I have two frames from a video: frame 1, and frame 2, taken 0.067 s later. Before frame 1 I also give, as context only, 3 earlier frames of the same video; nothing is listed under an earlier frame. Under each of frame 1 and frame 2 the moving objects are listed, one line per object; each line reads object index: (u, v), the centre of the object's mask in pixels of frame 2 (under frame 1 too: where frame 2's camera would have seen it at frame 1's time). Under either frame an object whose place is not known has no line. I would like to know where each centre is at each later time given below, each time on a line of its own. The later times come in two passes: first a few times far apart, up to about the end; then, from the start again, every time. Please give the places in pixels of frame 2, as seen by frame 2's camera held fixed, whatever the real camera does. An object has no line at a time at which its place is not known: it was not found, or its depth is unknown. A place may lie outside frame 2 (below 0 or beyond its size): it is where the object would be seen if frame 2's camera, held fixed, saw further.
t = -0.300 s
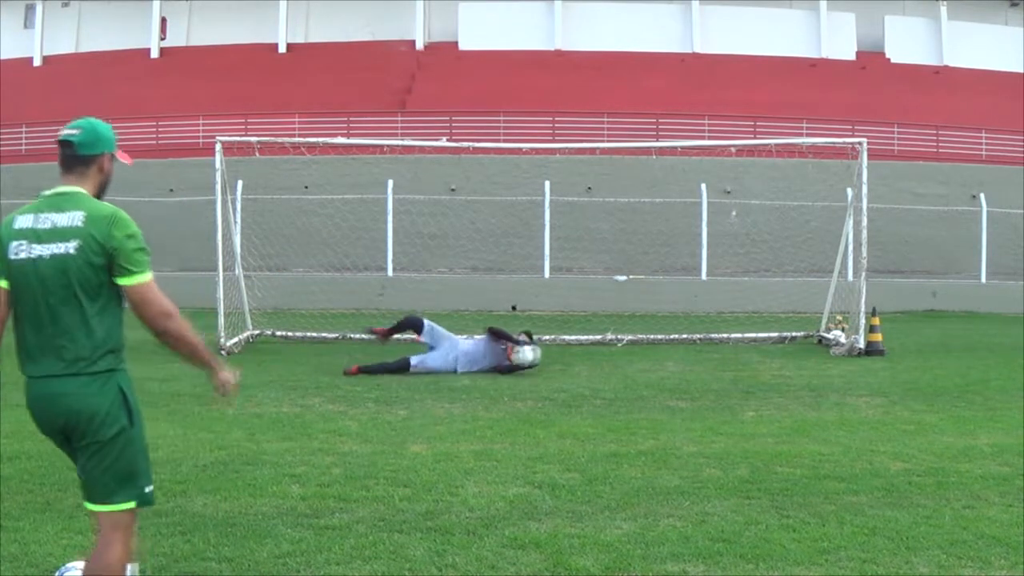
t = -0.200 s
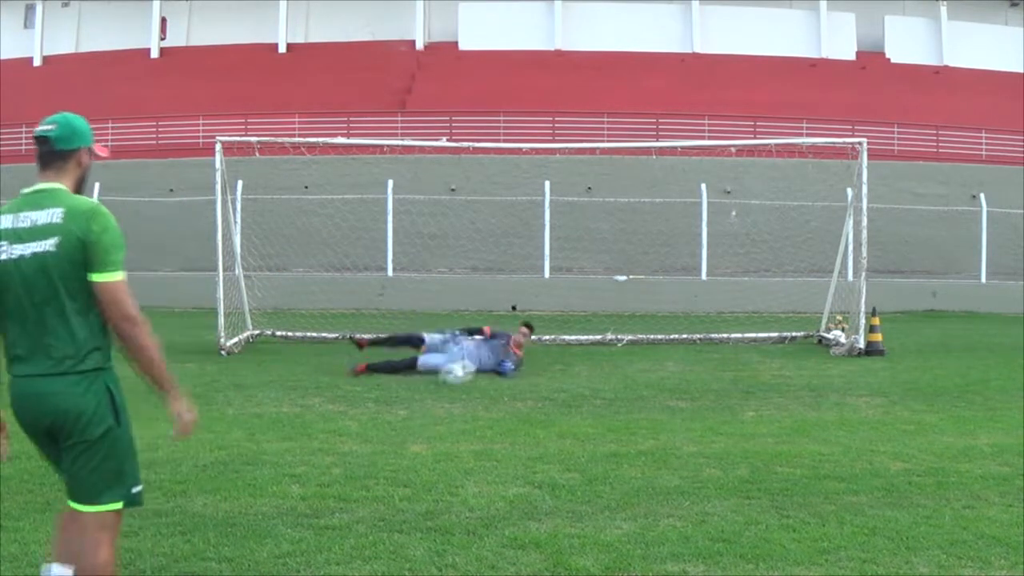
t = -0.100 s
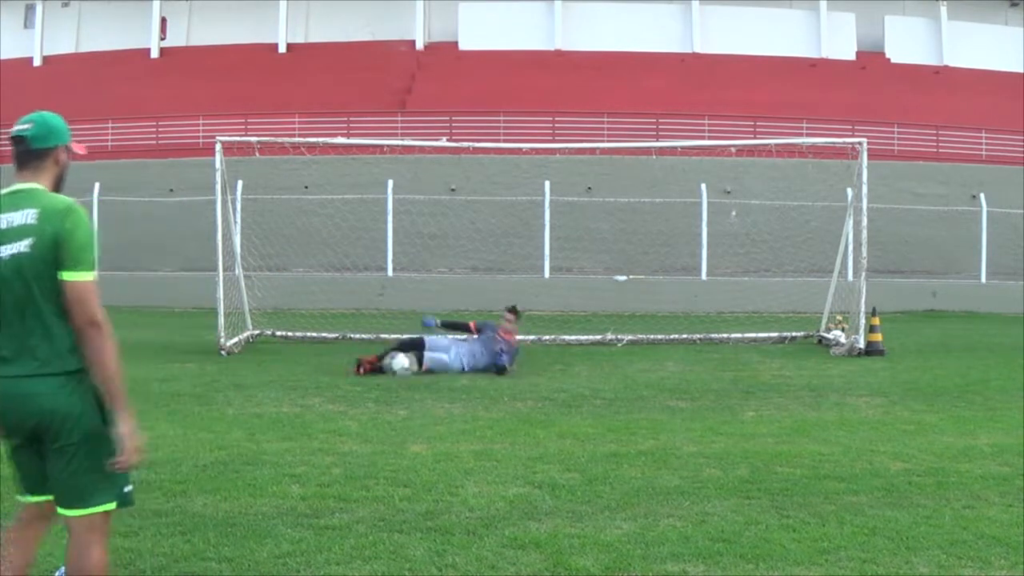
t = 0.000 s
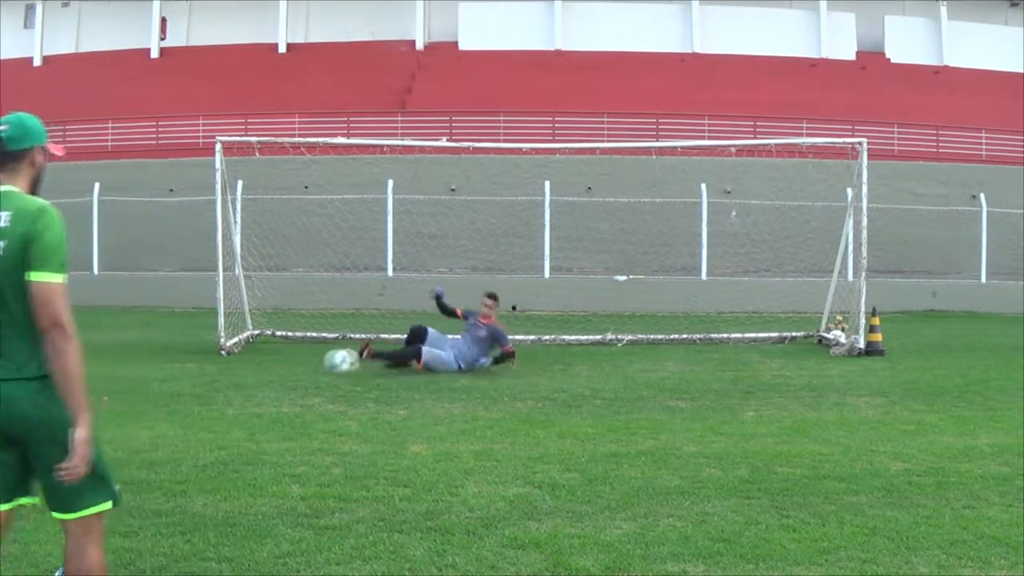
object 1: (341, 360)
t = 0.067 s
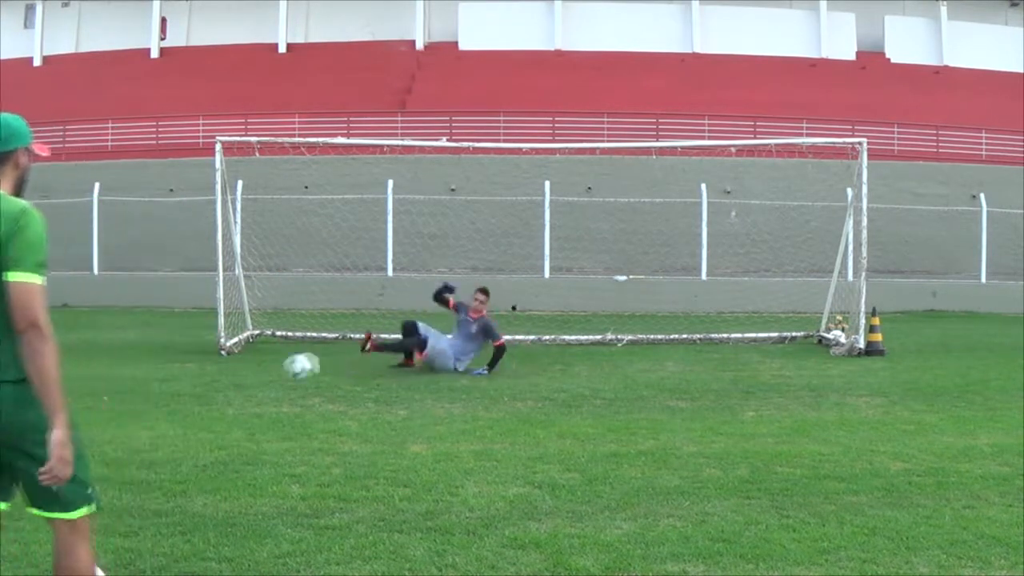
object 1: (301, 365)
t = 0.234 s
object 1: (198, 393)
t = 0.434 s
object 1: (85, 403)
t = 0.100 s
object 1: (281, 369)
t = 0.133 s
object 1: (260, 375)
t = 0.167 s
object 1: (239, 382)
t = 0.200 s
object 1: (218, 391)
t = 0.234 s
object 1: (198, 393)
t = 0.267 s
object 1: (180, 392)
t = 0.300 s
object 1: (161, 392)
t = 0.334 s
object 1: (141, 394)
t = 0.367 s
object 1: (123, 398)
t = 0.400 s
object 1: (103, 401)
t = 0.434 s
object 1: (85, 403)
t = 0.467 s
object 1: (65, 403)
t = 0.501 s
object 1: (46, 405)
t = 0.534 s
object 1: (27, 406)
